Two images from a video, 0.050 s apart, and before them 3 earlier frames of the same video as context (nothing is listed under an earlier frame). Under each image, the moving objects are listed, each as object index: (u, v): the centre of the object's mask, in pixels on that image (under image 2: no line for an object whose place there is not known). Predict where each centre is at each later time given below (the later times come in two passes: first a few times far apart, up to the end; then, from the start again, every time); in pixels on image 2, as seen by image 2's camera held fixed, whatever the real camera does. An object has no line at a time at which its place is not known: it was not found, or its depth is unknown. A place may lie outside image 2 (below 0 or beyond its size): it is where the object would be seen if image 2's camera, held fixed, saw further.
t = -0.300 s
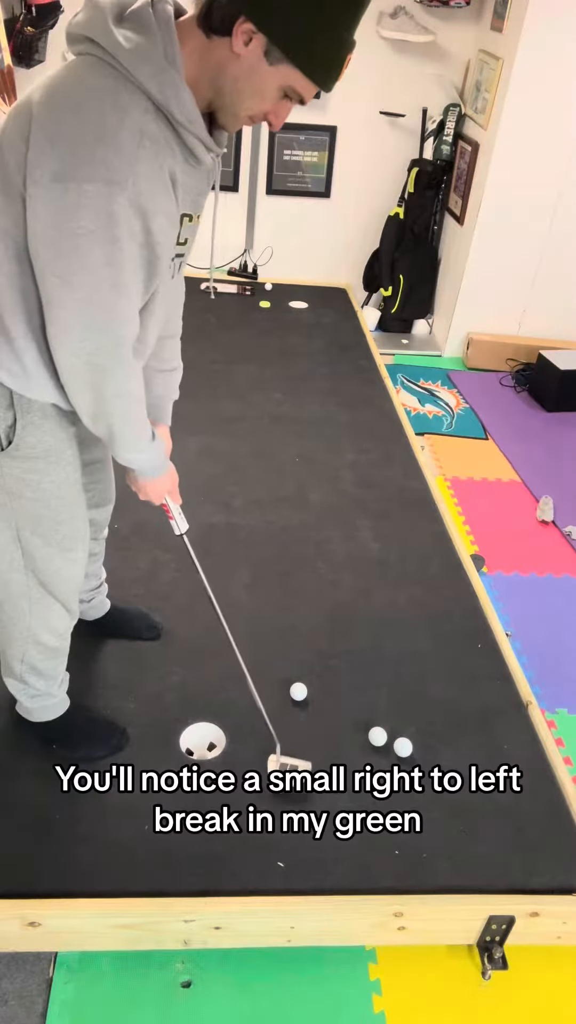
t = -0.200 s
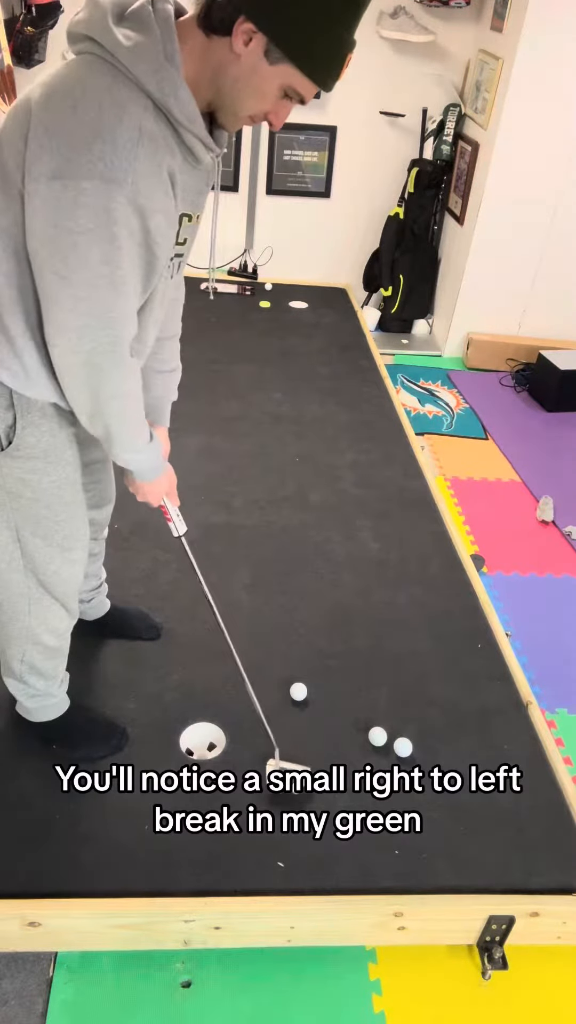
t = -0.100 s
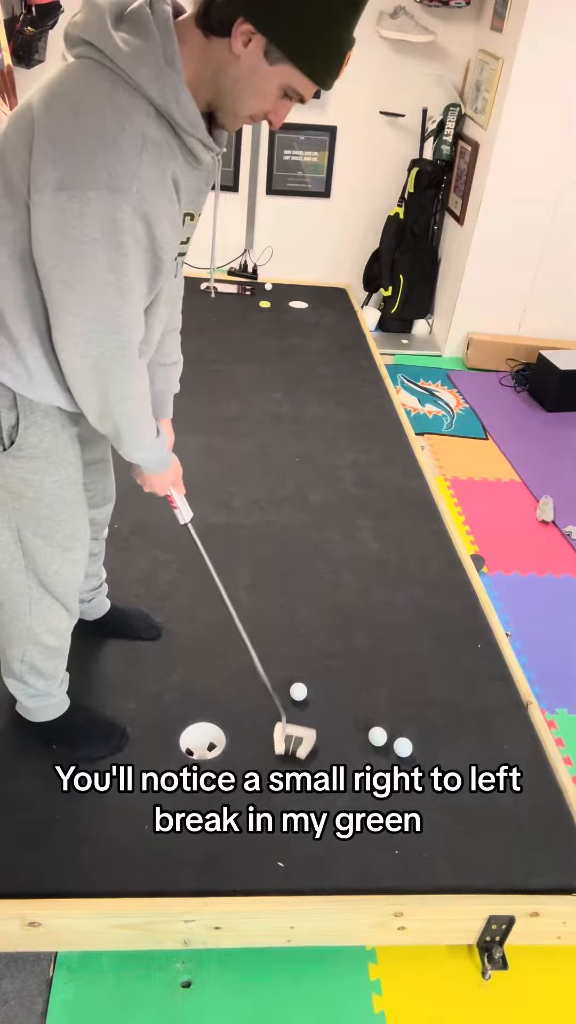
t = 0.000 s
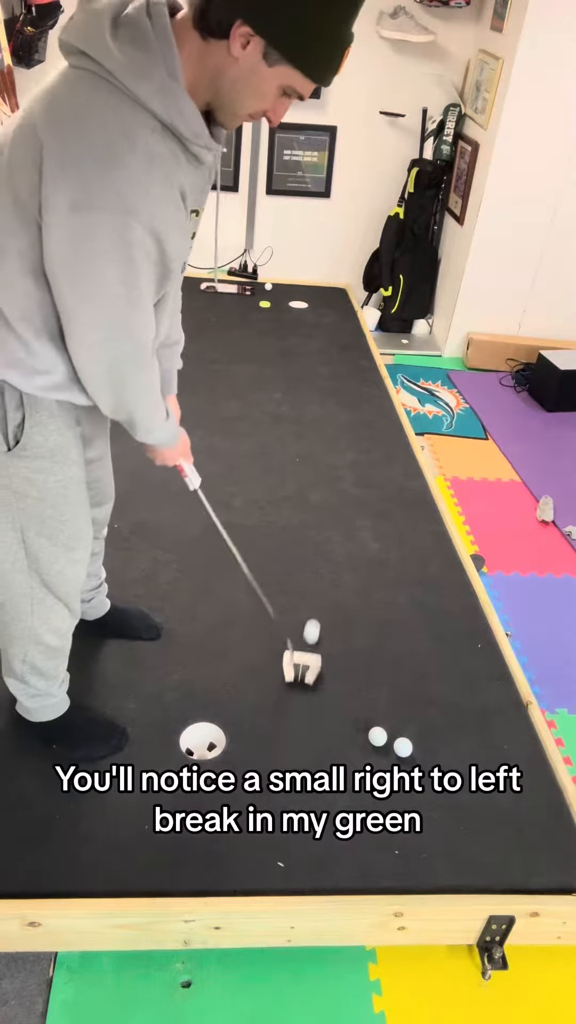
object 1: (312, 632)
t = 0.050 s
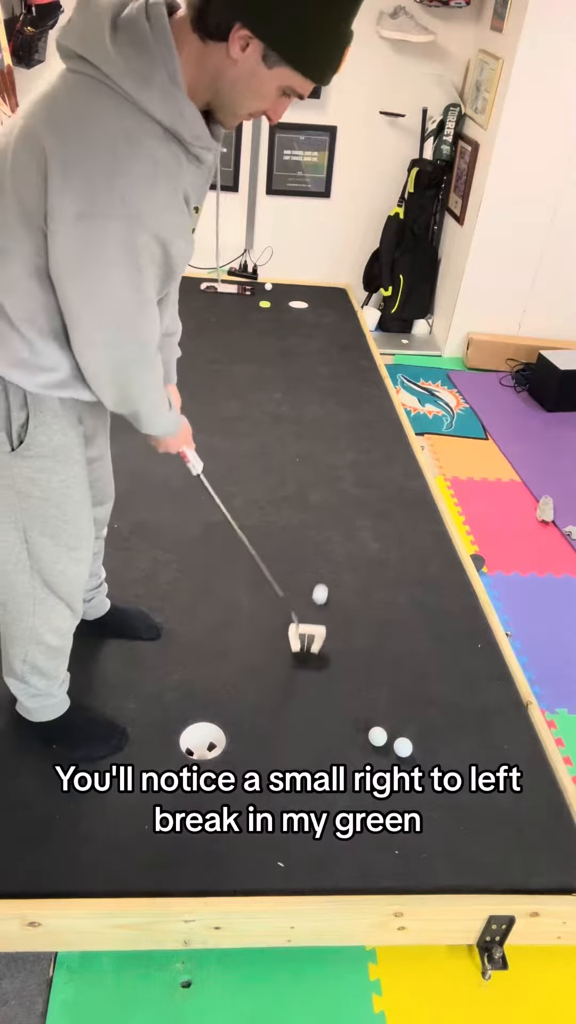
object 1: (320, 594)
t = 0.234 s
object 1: (339, 504)
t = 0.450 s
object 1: (349, 435)
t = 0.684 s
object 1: (346, 385)
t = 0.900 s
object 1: (338, 353)
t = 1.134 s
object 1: (328, 330)
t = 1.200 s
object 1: (325, 324)
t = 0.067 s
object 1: (323, 584)
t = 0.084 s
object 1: (325, 574)
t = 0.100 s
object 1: (327, 566)
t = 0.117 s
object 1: (329, 557)
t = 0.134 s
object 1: (331, 549)
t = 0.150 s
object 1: (332, 540)
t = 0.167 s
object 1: (334, 533)
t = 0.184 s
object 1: (335, 525)
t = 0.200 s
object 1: (337, 518)
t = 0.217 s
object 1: (338, 511)
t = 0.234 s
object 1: (339, 504)
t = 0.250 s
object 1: (341, 498)
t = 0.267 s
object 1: (342, 492)
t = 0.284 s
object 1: (343, 486)
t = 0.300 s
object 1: (344, 480)
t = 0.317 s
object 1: (345, 474)
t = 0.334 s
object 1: (346, 469)
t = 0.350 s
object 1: (347, 463)
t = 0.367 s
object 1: (347, 459)
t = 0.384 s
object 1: (348, 453)
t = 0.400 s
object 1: (349, 448)
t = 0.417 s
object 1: (349, 444)
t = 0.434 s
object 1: (349, 439)
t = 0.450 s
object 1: (349, 435)
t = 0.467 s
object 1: (349, 430)
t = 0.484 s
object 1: (350, 427)
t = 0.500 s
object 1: (349, 422)
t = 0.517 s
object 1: (349, 418)
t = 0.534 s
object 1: (350, 415)
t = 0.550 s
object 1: (349, 411)
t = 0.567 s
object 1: (349, 407)
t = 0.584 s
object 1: (349, 404)
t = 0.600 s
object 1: (349, 400)
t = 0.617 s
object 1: (348, 397)
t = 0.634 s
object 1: (348, 394)
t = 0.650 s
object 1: (347, 391)
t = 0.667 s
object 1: (347, 388)
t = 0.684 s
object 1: (346, 385)
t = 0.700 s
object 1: (346, 382)
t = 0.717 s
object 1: (346, 379)
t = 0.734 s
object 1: (345, 376)
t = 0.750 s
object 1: (344, 374)
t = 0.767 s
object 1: (344, 371)
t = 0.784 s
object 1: (343, 368)
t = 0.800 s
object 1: (342, 366)
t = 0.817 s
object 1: (342, 364)
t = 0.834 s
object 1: (341, 361)
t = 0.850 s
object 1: (340, 359)
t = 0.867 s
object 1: (340, 357)
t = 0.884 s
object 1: (339, 355)
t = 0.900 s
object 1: (338, 353)
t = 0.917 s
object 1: (338, 351)
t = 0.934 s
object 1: (337, 349)
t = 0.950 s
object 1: (336, 347)
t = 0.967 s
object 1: (336, 345)
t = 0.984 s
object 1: (335, 343)
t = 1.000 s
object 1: (334, 341)
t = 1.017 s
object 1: (333, 340)
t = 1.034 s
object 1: (333, 338)
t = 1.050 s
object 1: (332, 337)
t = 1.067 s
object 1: (331, 335)
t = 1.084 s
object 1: (330, 334)
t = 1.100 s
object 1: (329, 332)
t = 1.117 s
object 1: (329, 331)
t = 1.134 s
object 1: (328, 330)
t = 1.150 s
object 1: (327, 328)
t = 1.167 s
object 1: (326, 326)
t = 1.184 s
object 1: (326, 325)
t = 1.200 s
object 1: (325, 324)
